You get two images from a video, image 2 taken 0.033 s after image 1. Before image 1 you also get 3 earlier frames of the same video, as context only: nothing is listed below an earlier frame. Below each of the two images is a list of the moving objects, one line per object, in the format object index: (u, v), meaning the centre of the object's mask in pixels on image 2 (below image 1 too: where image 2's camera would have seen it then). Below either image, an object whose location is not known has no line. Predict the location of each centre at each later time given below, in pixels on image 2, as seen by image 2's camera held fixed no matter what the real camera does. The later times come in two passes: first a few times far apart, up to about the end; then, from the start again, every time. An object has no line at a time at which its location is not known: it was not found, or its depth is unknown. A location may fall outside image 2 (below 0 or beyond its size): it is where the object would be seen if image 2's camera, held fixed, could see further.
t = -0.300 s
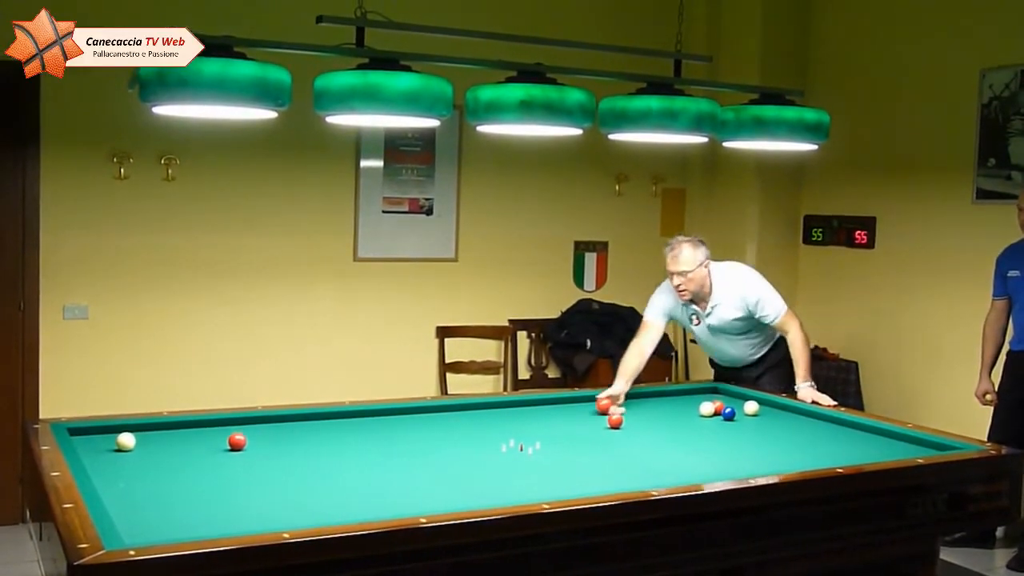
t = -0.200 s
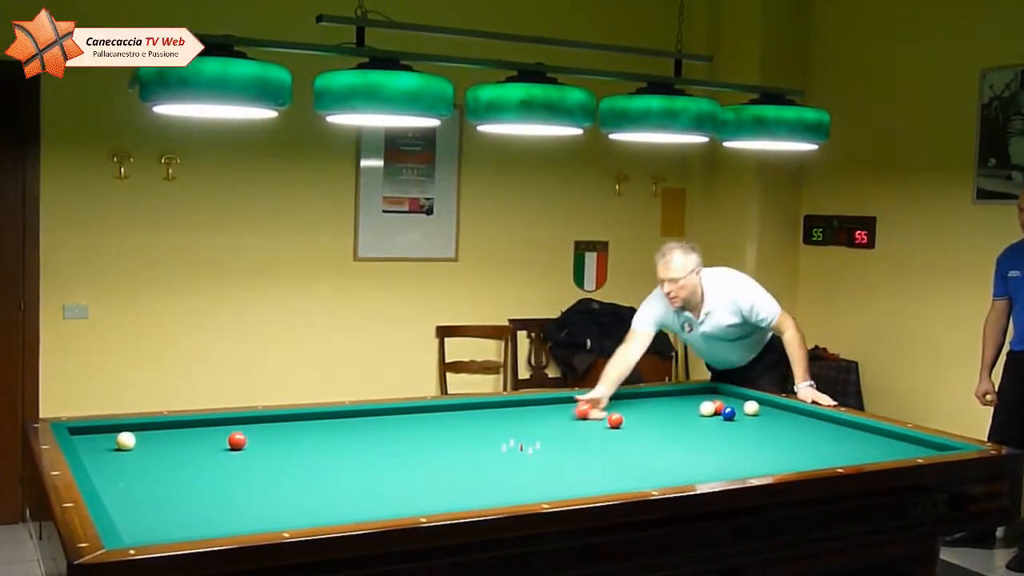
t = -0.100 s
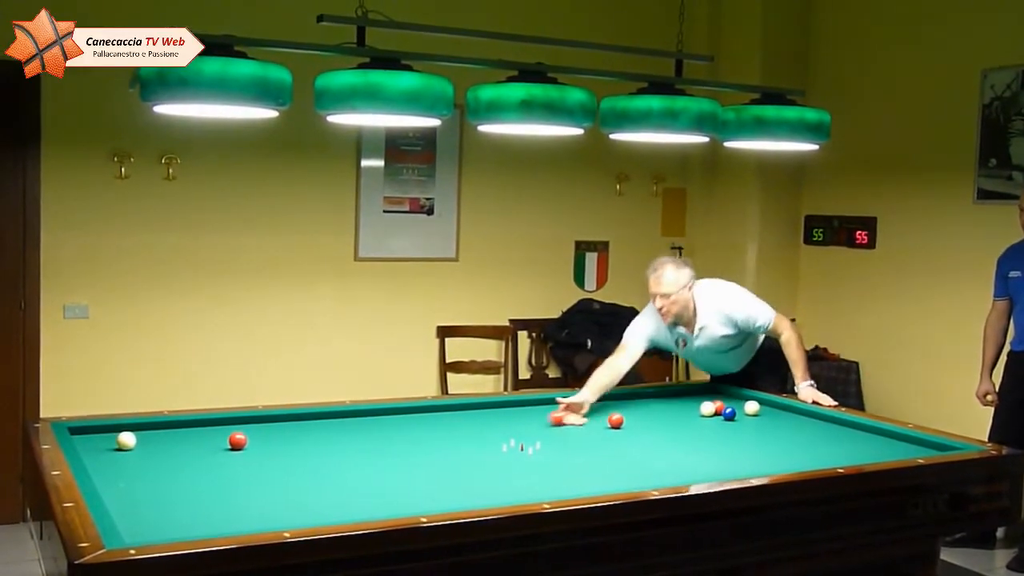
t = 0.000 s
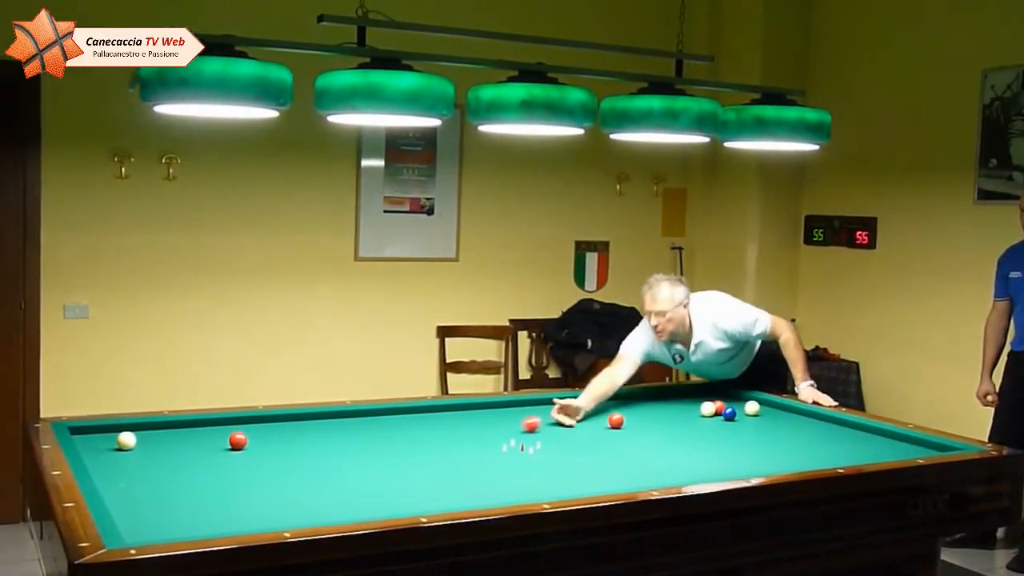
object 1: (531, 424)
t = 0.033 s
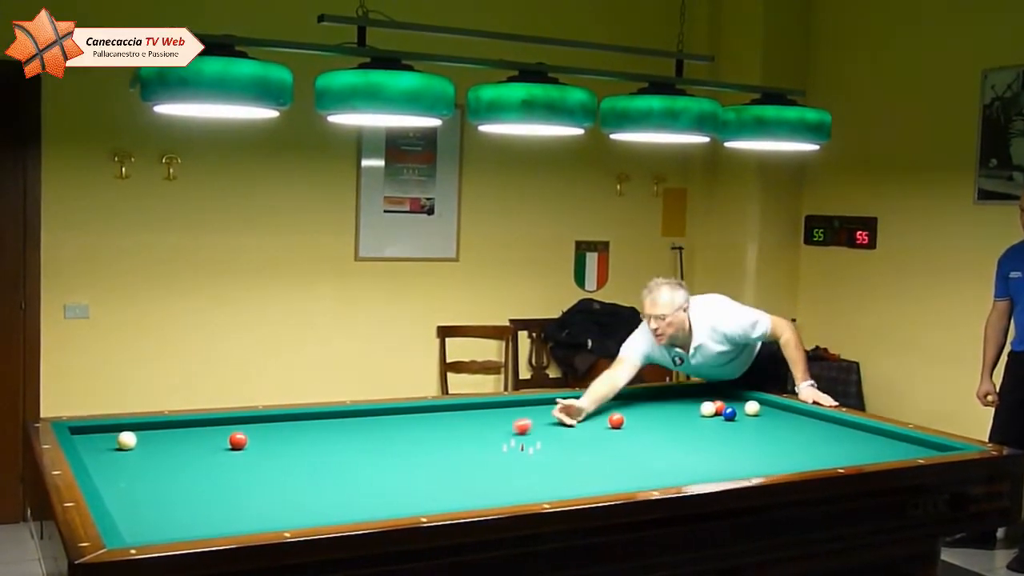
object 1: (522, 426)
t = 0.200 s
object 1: (479, 436)
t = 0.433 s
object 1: (416, 450)
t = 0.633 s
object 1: (356, 463)
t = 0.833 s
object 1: (288, 478)
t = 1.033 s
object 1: (212, 495)
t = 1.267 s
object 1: (131, 516)
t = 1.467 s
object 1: (212, 518)
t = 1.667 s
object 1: (273, 519)
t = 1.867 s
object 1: (323, 516)
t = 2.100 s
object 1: (362, 509)
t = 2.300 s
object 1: (393, 503)
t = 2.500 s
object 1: (422, 497)
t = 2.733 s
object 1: (454, 490)
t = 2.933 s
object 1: (478, 484)
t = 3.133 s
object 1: (502, 477)
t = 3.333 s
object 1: (524, 472)
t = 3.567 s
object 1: (548, 467)
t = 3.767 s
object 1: (567, 462)
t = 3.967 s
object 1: (586, 457)
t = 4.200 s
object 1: (605, 452)
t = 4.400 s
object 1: (622, 448)
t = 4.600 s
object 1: (637, 445)
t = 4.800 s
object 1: (652, 441)
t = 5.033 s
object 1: (668, 437)
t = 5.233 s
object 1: (681, 434)
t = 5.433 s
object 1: (693, 431)
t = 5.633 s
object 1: (704, 428)
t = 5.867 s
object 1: (718, 424)
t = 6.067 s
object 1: (728, 422)
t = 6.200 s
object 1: (735, 420)
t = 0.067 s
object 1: (513, 428)
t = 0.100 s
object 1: (504, 430)
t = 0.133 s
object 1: (495, 432)
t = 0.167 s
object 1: (487, 434)
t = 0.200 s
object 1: (479, 436)
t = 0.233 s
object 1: (470, 438)
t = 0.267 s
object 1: (462, 440)
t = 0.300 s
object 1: (453, 442)
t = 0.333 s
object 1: (444, 444)
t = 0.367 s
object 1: (435, 445)
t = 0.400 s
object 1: (426, 448)
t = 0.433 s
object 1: (416, 450)
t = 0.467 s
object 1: (406, 452)
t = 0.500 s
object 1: (397, 454)
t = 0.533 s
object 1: (387, 456)
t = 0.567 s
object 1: (377, 459)
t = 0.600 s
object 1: (367, 461)
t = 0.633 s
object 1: (356, 463)
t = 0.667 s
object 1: (345, 465)
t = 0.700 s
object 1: (335, 467)
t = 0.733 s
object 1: (324, 470)
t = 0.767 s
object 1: (312, 473)
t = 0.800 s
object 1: (300, 476)
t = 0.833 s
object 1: (288, 478)
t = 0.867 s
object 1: (276, 481)
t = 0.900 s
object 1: (264, 484)
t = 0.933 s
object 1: (251, 486)
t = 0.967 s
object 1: (239, 489)
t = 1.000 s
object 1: (225, 492)
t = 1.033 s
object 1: (212, 495)
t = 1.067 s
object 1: (198, 499)
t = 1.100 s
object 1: (185, 501)
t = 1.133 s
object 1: (170, 505)
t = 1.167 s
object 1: (156, 508)
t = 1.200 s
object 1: (141, 511)
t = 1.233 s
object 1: (126, 515)
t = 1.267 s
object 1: (131, 516)
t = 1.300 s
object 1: (146, 516)
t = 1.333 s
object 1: (161, 517)
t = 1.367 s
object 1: (174, 516)
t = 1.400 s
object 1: (187, 517)
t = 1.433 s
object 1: (200, 517)
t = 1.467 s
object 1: (212, 518)
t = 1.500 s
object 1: (224, 518)
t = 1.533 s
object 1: (234, 518)
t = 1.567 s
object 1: (244, 518)
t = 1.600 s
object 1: (255, 518)
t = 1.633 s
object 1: (264, 519)
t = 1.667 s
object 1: (273, 519)
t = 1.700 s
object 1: (282, 519)
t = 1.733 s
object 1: (292, 519)
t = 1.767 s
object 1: (301, 518)
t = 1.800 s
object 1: (310, 519)
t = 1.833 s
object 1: (318, 518)
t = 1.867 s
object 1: (323, 516)
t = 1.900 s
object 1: (329, 515)
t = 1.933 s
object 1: (334, 515)
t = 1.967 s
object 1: (339, 513)
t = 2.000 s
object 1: (345, 512)
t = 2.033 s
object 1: (351, 511)
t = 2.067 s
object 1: (357, 510)
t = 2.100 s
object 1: (362, 509)
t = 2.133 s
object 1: (368, 508)
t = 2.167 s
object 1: (373, 507)
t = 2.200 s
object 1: (378, 506)
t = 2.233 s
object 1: (383, 505)
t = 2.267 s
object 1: (388, 504)
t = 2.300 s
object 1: (393, 503)
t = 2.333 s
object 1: (398, 502)
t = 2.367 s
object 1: (403, 502)
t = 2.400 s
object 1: (408, 501)
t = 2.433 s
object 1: (413, 500)
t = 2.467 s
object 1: (418, 499)
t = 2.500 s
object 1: (422, 497)
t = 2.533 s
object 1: (427, 496)
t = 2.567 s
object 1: (431, 495)
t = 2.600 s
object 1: (436, 494)
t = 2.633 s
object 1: (441, 493)
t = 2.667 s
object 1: (445, 492)
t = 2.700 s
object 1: (449, 491)
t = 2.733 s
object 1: (454, 490)
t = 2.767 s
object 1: (458, 489)
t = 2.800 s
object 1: (462, 487)
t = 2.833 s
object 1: (467, 487)
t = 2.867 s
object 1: (471, 485)
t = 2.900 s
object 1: (475, 484)
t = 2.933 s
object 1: (478, 484)
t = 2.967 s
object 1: (483, 482)
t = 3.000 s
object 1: (487, 481)
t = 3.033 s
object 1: (490, 480)
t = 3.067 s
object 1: (494, 480)
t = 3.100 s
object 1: (498, 479)
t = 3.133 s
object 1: (502, 477)
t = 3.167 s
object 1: (506, 477)
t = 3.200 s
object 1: (510, 476)
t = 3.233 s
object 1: (513, 475)
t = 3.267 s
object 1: (517, 474)
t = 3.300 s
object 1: (521, 473)
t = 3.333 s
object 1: (524, 472)
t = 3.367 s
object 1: (528, 472)
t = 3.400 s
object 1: (531, 471)
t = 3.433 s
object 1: (535, 470)
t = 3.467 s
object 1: (538, 469)
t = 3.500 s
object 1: (542, 468)
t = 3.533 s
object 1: (545, 467)
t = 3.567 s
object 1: (548, 467)
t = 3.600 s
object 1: (551, 466)
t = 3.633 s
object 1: (554, 465)
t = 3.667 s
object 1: (558, 464)
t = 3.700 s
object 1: (561, 463)
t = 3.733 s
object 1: (564, 463)
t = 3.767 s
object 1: (567, 462)
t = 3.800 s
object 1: (571, 461)
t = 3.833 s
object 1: (573, 460)
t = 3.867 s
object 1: (577, 459)
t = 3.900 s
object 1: (580, 458)
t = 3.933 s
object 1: (582, 458)
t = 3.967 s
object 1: (586, 457)
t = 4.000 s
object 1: (589, 456)
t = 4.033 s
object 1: (591, 456)
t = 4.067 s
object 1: (594, 455)
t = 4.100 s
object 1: (597, 454)
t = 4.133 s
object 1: (600, 454)
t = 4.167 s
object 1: (602, 453)
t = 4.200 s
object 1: (605, 452)
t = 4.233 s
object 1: (608, 451)
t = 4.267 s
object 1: (611, 451)
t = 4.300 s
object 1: (613, 450)
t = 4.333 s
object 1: (616, 449)
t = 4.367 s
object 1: (619, 449)
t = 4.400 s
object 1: (622, 448)
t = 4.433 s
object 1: (624, 448)
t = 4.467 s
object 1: (627, 447)
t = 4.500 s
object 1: (629, 446)
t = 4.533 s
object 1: (632, 446)
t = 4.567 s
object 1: (634, 445)
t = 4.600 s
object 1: (637, 445)
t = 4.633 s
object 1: (639, 444)
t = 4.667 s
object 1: (642, 443)
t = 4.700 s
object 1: (644, 443)
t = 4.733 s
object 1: (647, 442)
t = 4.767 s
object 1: (650, 441)
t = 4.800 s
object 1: (652, 441)
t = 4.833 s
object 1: (654, 440)
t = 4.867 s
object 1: (656, 440)
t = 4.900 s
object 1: (659, 439)
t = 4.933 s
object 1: (661, 439)
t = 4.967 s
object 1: (663, 438)
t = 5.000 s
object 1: (665, 438)
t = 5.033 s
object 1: (668, 437)
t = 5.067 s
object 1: (670, 436)
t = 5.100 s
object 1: (672, 436)
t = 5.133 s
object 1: (674, 435)
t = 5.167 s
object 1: (677, 435)
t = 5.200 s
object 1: (679, 434)
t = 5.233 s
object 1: (681, 434)
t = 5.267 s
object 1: (683, 433)
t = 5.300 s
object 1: (685, 433)
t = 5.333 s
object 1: (687, 432)
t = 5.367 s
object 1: (689, 432)
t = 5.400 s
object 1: (691, 431)
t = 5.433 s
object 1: (693, 431)
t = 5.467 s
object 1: (695, 430)
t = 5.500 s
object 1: (697, 430)
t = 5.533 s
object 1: (699, 429)
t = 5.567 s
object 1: (701, 429)
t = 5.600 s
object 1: (703, 428)
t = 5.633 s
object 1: (704, 428)
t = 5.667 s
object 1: (707, 427)
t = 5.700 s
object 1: (708, 427)
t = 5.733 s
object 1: (710, 426)
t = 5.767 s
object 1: (712, 426)
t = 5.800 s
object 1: (714, 426)
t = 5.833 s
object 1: (715, 425)
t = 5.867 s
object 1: (718, 424)
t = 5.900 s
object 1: (719, 424)
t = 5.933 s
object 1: (721, 423)
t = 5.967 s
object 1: (723, 423)
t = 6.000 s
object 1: (725, 423)
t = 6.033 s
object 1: (726, 422)
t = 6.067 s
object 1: (728, 422)
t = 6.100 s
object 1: (730, 421)
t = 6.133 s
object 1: (731, 421)
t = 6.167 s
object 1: (733, 420)
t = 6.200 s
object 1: (735, 420)
